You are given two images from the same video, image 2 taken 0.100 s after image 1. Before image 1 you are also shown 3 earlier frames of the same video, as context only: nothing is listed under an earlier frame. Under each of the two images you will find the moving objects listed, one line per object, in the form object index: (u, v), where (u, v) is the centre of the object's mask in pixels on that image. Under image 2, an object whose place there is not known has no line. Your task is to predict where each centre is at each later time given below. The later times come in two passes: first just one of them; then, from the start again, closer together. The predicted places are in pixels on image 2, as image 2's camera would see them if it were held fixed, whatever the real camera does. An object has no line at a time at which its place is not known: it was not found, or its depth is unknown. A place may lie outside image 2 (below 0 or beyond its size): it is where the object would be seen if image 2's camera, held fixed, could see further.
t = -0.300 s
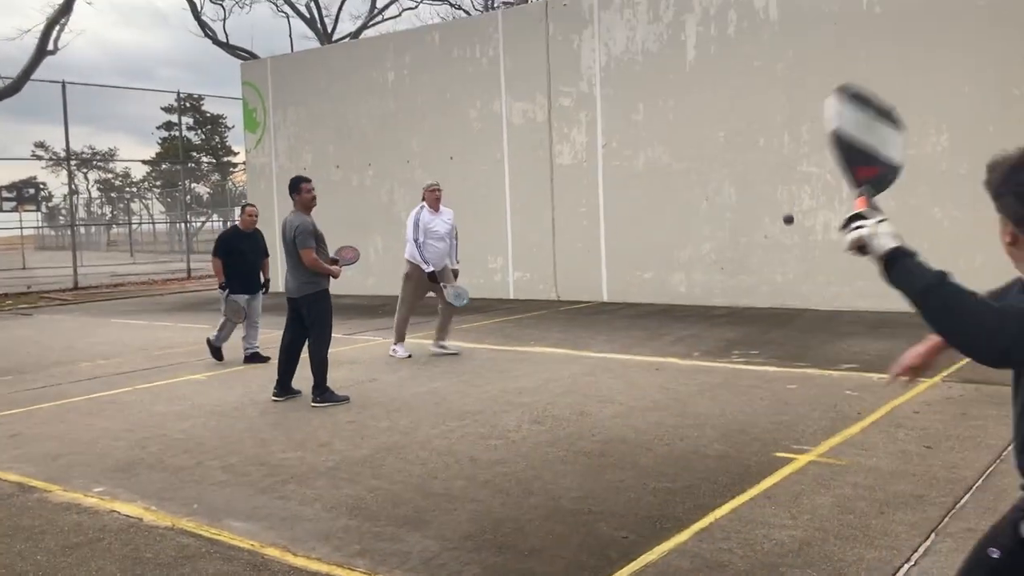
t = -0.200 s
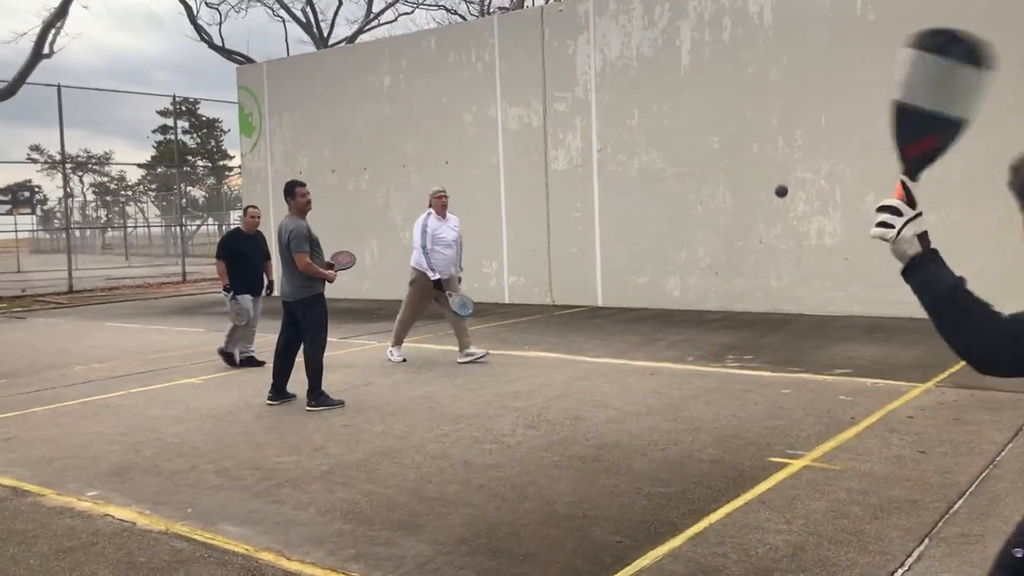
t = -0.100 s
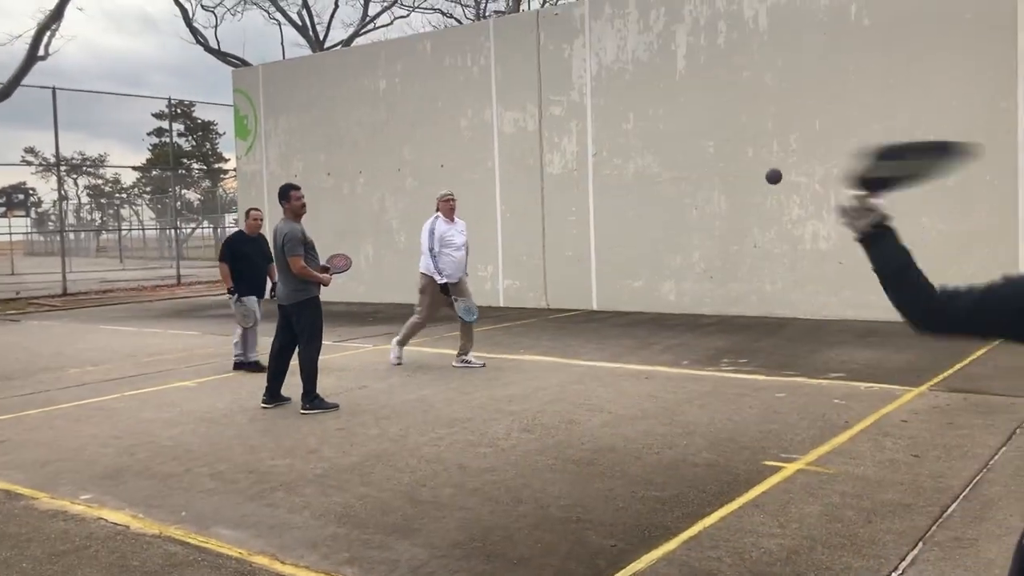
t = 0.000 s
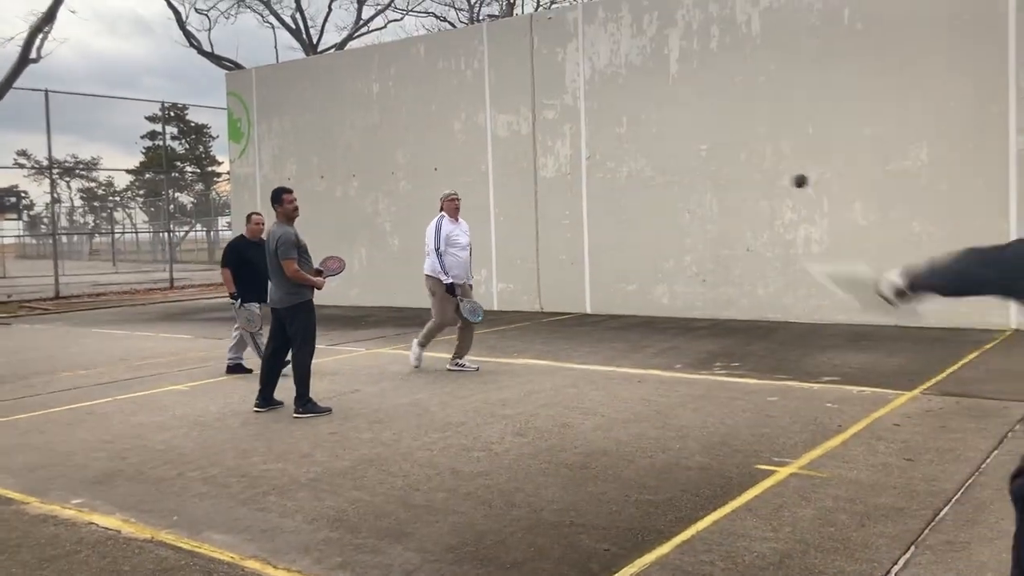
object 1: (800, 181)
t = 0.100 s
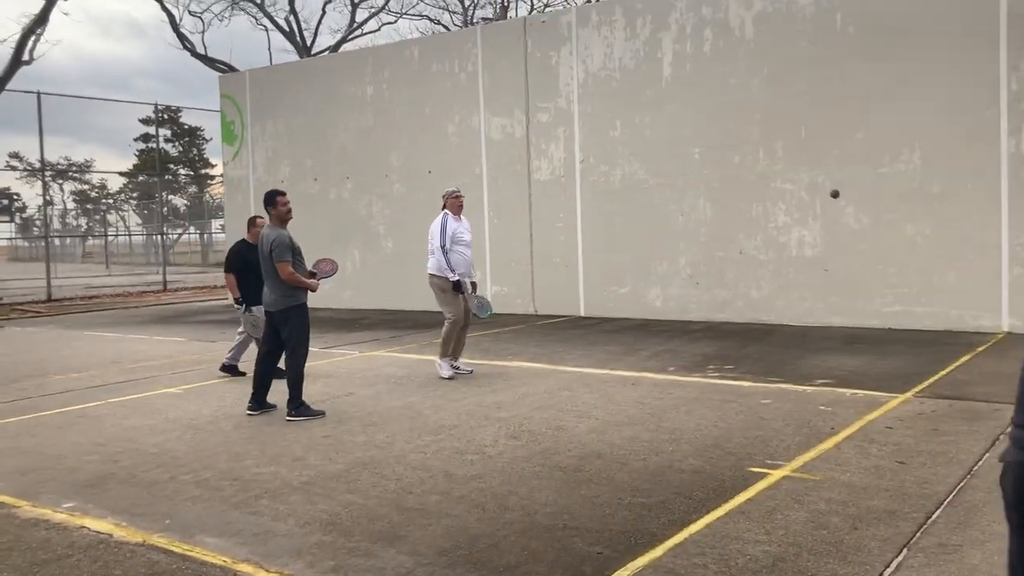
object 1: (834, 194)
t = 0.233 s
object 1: (859, 212)
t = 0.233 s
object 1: (859, 212)
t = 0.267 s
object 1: (863, 217)
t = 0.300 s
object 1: (866, 222)
